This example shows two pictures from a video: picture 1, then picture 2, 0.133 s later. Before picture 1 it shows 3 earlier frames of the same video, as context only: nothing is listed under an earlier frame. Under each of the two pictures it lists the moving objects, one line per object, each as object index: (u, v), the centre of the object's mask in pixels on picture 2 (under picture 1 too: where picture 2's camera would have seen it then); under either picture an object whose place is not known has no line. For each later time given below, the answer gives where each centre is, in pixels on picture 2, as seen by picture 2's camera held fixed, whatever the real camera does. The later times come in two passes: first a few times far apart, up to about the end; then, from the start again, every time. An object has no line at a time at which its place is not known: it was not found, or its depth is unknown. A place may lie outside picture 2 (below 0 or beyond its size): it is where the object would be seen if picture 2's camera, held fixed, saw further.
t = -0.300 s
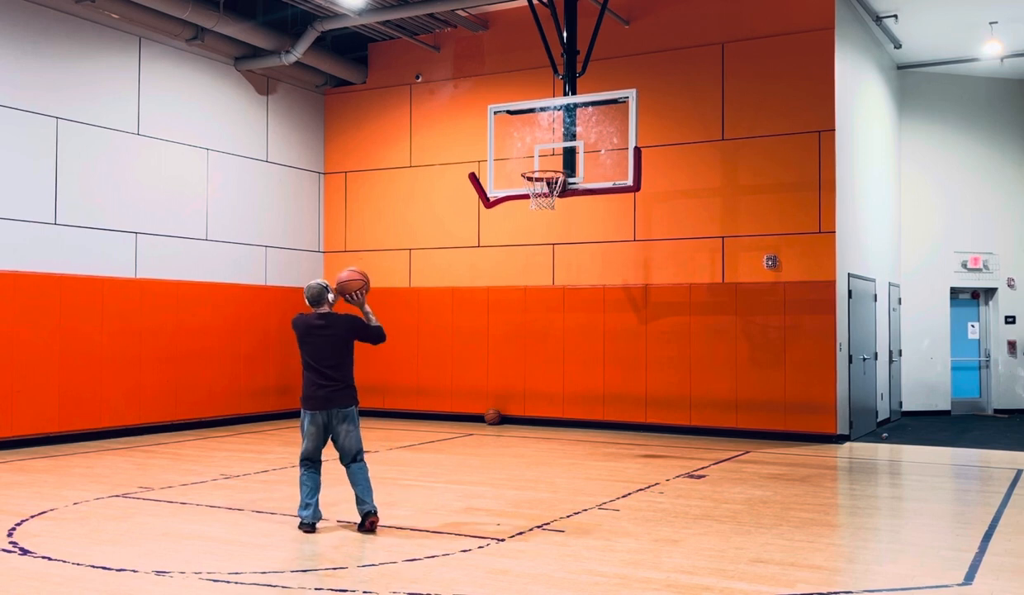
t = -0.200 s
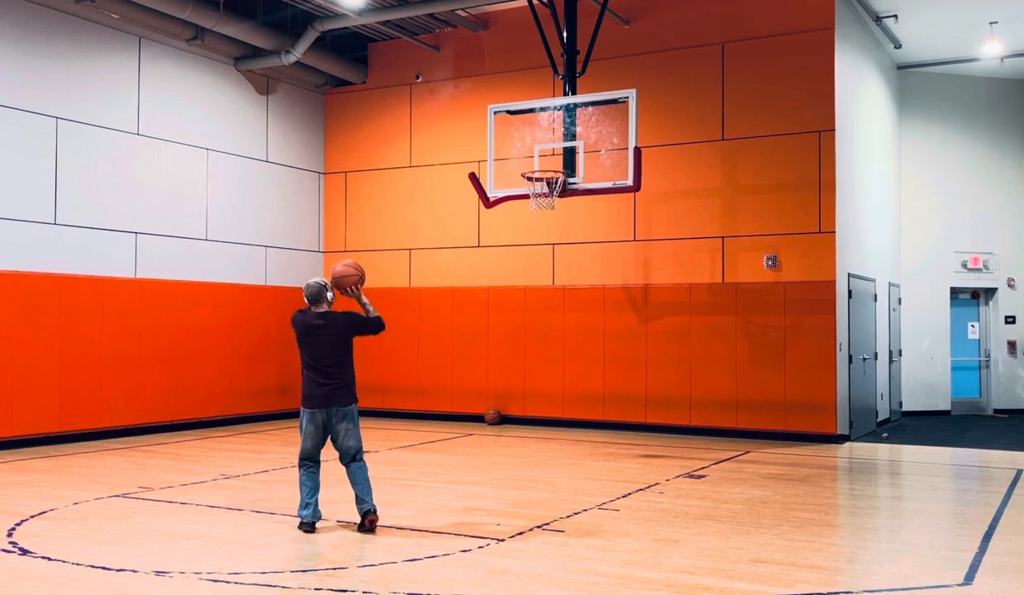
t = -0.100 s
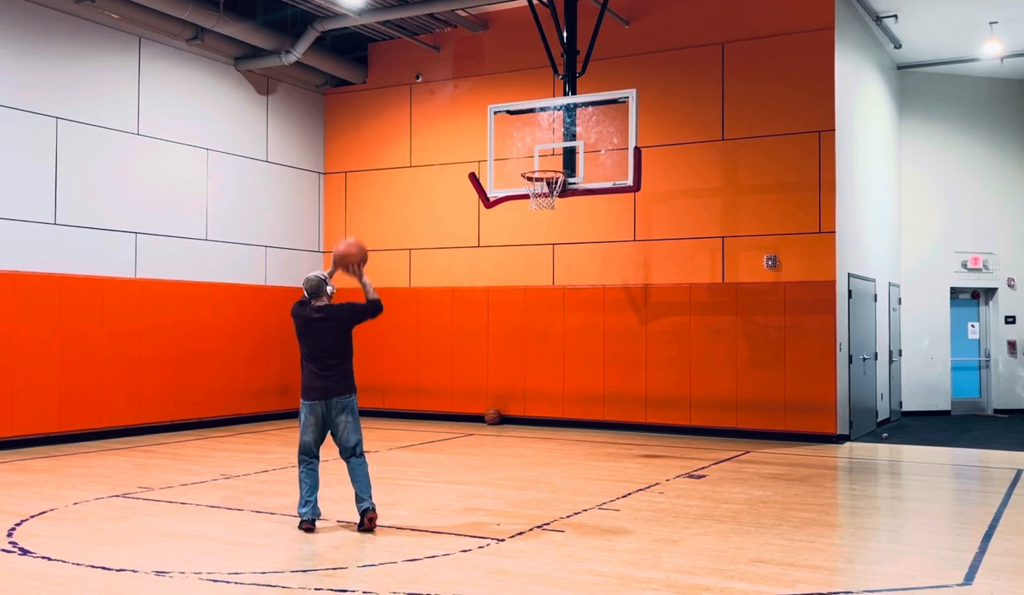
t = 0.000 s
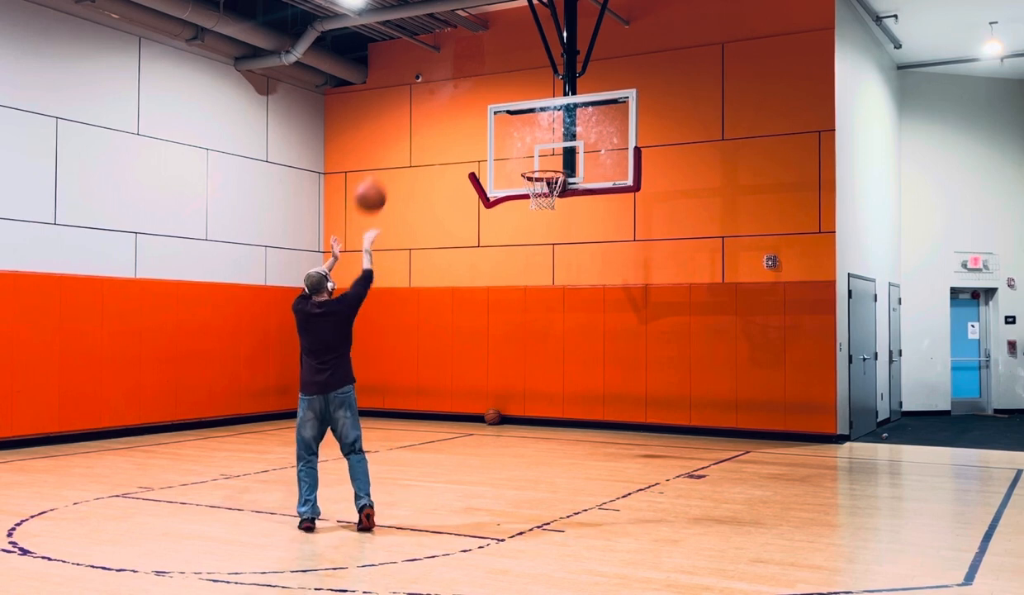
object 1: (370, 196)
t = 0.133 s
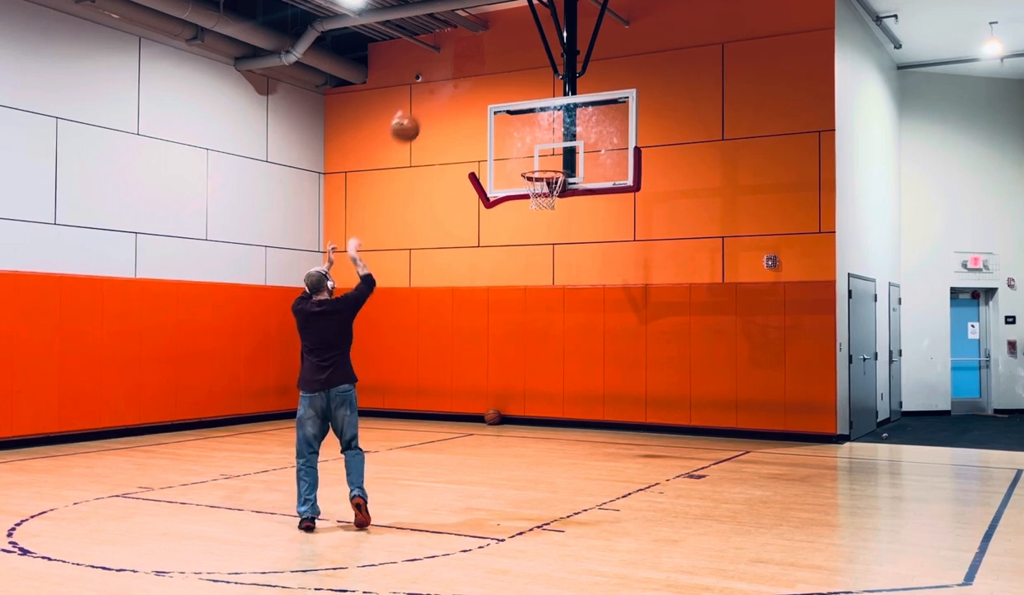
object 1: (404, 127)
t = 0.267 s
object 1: (434, 86)
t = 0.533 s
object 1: (484, 70)
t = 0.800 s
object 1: (525, 123)
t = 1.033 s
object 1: (547, 173)
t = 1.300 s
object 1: (547, 187)
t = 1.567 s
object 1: (551, 207)
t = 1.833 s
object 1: (541, 265)
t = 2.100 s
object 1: (533, 386)
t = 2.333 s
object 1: (523, 386)
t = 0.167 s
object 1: (412, 114)
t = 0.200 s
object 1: (420, 102)
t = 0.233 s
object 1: (427, 93)
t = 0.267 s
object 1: (434, 86)
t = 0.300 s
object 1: (440, 79)
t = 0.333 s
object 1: (447, 75)
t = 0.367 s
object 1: (453, 71)
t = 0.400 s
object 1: (460, 68)
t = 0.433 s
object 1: (466, 66)
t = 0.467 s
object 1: (472, 67)
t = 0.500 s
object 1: (478, 68)
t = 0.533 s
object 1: (484, 70)
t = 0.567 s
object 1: (490, 73)
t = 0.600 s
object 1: (495, 77)
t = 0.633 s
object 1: (501, 83)
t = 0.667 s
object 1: (505, 89)
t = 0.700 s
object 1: (510, 96)
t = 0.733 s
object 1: (515, 104)
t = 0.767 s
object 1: (520, 113)
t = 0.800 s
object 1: (525, 123)
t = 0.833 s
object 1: (530, 133)
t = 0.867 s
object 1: (534, 145)
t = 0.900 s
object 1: (539, 157)
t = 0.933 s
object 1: (541, 162)
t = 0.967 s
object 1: (543, 165)
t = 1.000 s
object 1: (545, 167)
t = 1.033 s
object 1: (547, 173)
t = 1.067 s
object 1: (547, 175)
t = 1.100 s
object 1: (544, 174)
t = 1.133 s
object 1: (540, 173)
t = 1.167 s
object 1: (535, 174)
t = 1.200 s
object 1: (536, 176)
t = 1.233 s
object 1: (541, 179)
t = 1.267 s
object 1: (544, 183)
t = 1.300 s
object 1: (547, 187)
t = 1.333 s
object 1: (551, 194)
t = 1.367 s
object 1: (554, 194)
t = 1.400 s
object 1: (555, 201)
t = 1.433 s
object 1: (554, 201)
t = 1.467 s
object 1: (554, 202)
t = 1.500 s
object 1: (553, 203)
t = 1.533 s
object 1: (552, 204)
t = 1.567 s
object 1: (551, 207)
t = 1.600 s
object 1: (549, 210)
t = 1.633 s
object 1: (548, 215)
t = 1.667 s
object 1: (547, 221)
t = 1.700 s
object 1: (546, 228)
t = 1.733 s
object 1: (545, 235)
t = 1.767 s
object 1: (544, 245)
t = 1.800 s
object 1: (542, 255)
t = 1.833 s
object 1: (541, 265)
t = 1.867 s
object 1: (540, 277)
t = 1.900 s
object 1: (539, 290)
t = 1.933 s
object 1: (538, 303)
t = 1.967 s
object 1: (537, 318)
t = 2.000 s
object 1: (535, 334)
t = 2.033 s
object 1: (535, 350)
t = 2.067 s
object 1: (534, 368)
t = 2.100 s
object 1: (533, 386)
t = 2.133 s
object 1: (532, 405)
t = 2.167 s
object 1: (530, 427)
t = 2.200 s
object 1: (529, 444)
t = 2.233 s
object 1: (527, 428)
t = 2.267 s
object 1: (526, 414)
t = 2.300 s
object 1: (525, 399)
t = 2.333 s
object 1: (523, 386)
